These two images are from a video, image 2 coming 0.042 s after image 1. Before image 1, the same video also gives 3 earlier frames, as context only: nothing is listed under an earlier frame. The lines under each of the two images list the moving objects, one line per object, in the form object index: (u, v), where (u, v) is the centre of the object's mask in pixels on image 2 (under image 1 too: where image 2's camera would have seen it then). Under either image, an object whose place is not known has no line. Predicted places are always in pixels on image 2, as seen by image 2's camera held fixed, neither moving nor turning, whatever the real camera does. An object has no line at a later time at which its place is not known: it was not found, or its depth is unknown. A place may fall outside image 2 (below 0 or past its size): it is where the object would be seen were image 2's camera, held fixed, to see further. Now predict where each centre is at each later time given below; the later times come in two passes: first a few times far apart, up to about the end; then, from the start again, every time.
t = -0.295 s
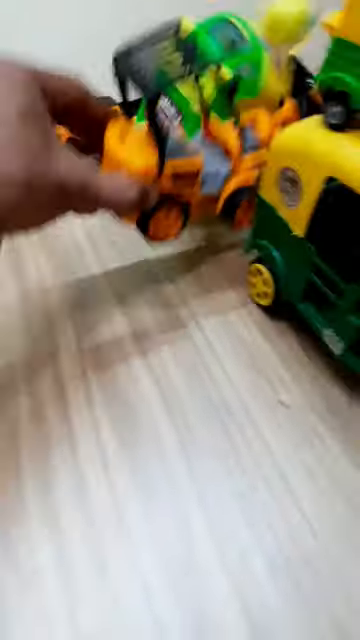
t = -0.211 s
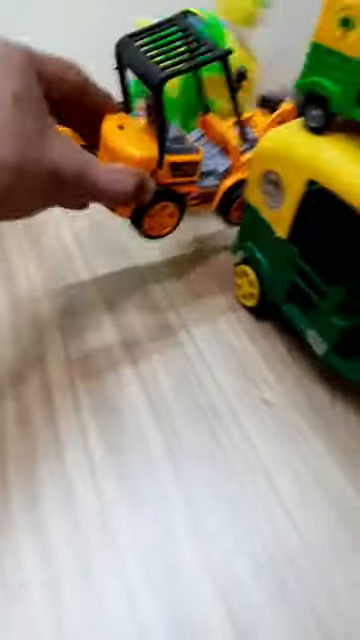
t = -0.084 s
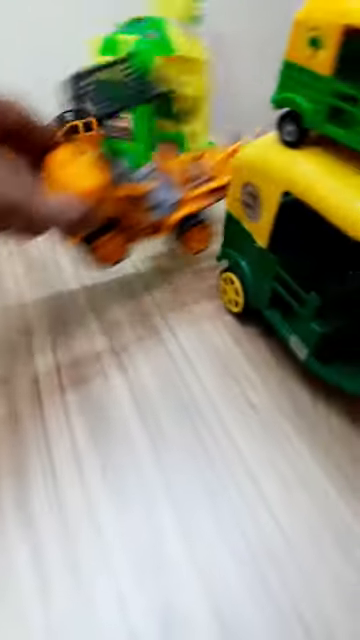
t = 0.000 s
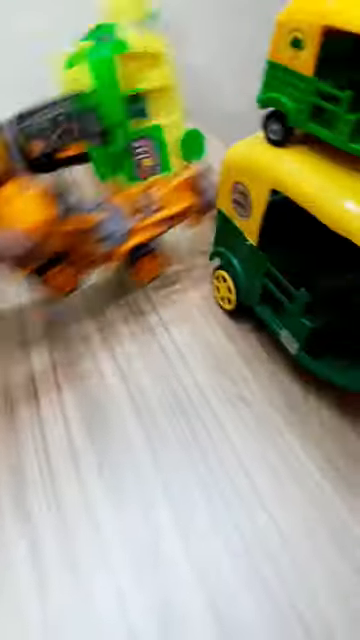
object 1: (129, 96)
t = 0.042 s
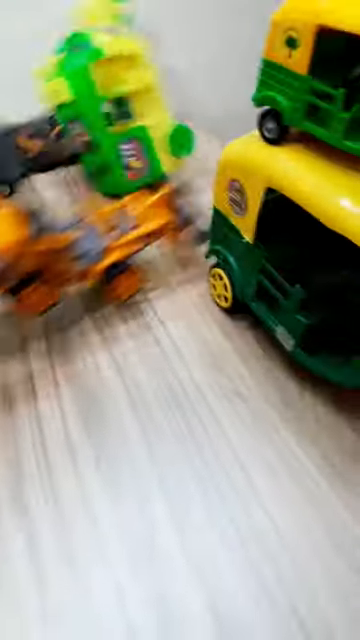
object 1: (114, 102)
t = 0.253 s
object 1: (89, 110)
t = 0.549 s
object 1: (90, 120)
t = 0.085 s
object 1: (103, 102)
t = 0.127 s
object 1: (95, 101)
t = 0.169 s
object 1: (90, 103)
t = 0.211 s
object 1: (89, 107)
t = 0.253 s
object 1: (89, 110)
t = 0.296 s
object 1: (90, 109)
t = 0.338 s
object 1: (88, 111)
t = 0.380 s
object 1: (88, 114)
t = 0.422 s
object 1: (89, 115)
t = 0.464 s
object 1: (89, 117)
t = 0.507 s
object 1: (89, 119)
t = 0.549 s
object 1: (90, 120)
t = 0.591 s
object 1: (92, 121)
